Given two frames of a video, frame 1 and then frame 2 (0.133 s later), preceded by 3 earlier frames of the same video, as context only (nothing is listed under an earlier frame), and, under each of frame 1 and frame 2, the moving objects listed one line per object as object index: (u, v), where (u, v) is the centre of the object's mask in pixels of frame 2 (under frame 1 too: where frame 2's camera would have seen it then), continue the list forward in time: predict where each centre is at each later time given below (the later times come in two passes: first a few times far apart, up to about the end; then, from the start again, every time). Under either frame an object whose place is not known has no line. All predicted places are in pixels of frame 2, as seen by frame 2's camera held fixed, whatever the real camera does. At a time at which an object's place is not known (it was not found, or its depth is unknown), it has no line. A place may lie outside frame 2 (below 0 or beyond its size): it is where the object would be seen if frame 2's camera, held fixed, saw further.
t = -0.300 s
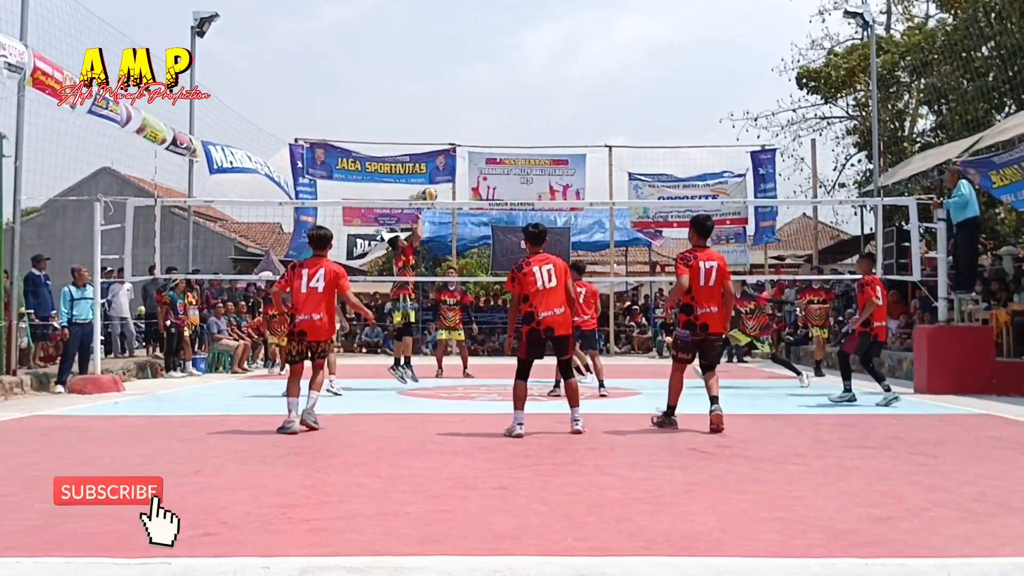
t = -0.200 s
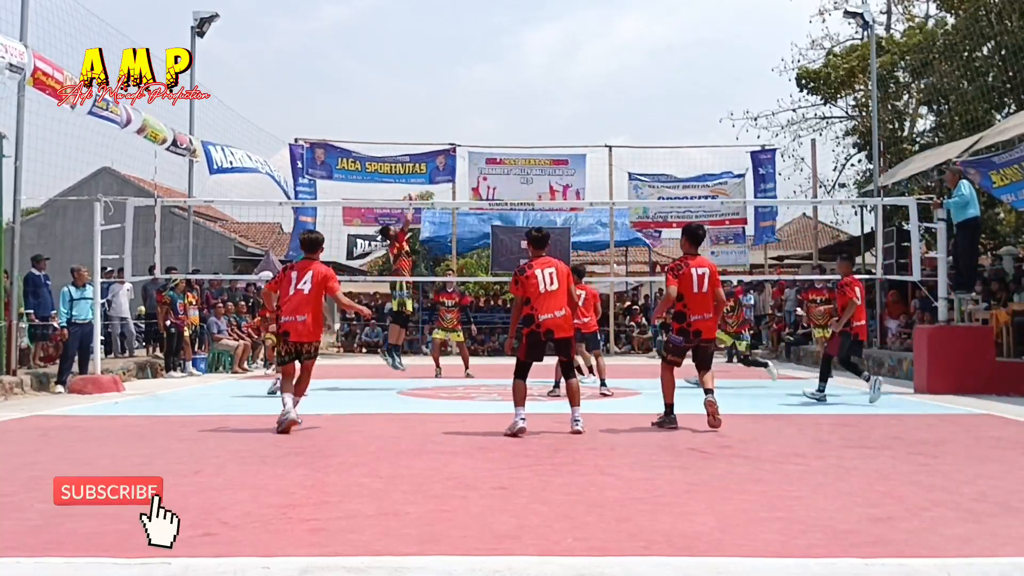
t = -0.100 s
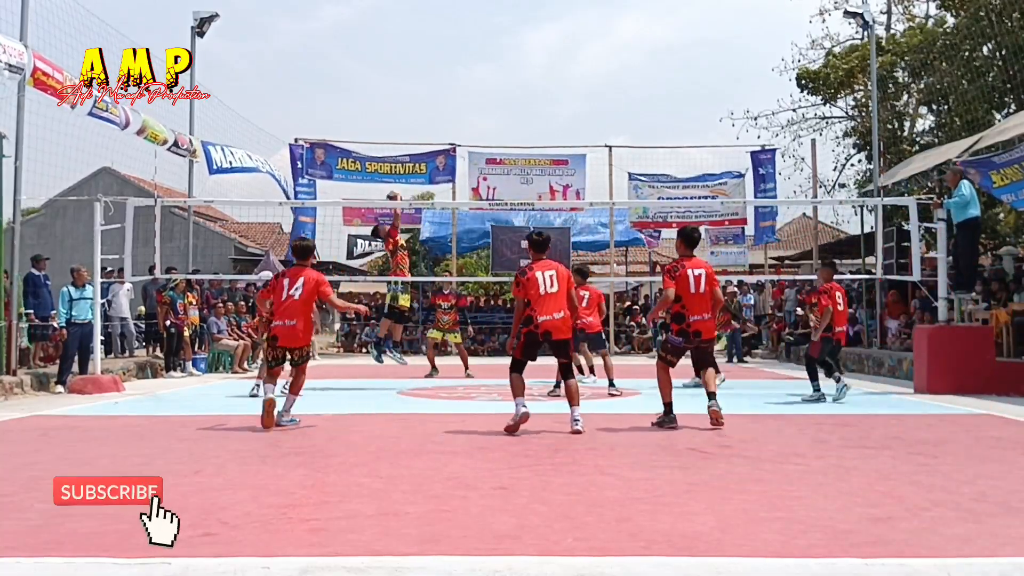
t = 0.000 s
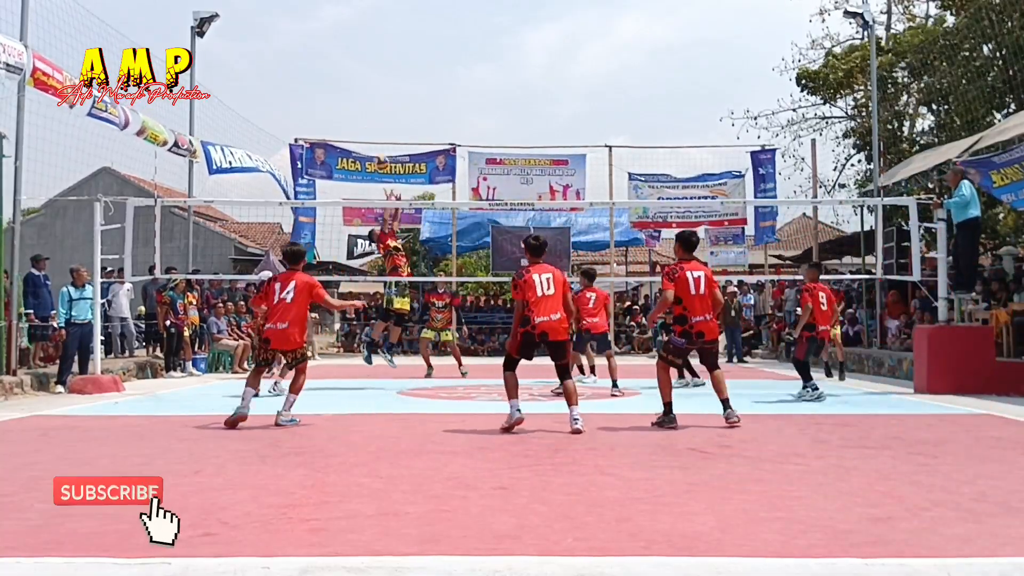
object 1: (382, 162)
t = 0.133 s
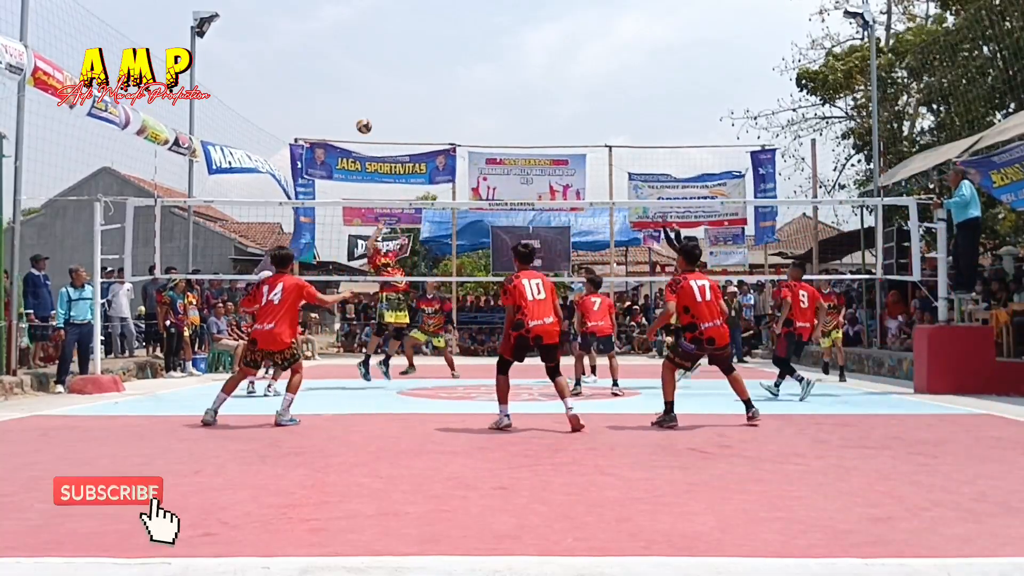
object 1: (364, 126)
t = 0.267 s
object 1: (348, 102)
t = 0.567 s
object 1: (314, 97)
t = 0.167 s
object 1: (360, 119)
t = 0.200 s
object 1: (356, 112)
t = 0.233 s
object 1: (352, 107)
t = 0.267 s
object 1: (348, 102)
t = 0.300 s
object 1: (344, 98)
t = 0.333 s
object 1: (340, 95)
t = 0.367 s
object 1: (336, 93)
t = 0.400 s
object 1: (332, 92)
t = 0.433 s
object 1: (329, 91)
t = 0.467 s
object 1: (325, 91)
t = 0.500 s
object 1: (321, 92)
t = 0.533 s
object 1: (318, 94)
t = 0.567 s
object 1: (314, 97)
